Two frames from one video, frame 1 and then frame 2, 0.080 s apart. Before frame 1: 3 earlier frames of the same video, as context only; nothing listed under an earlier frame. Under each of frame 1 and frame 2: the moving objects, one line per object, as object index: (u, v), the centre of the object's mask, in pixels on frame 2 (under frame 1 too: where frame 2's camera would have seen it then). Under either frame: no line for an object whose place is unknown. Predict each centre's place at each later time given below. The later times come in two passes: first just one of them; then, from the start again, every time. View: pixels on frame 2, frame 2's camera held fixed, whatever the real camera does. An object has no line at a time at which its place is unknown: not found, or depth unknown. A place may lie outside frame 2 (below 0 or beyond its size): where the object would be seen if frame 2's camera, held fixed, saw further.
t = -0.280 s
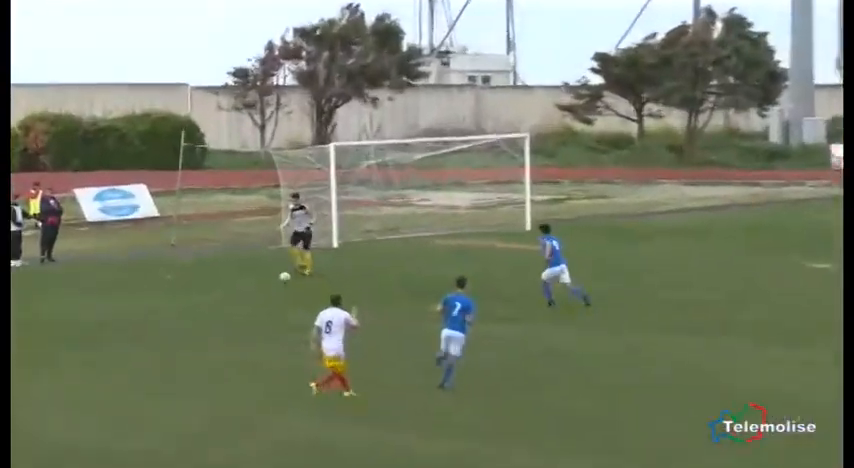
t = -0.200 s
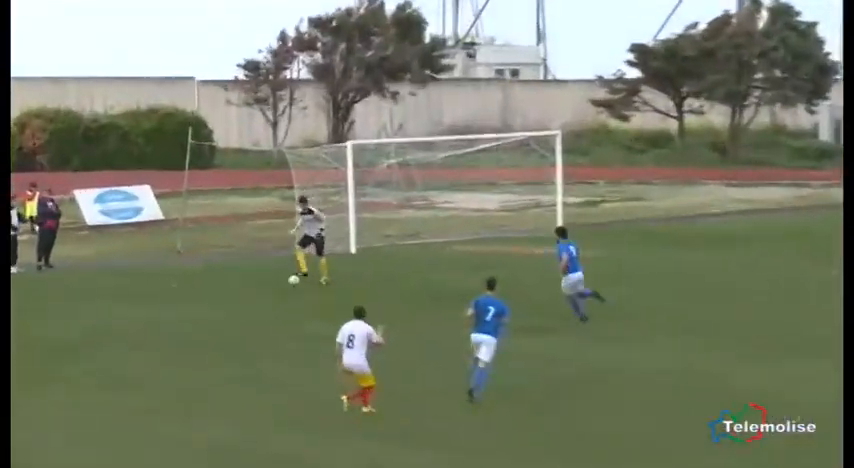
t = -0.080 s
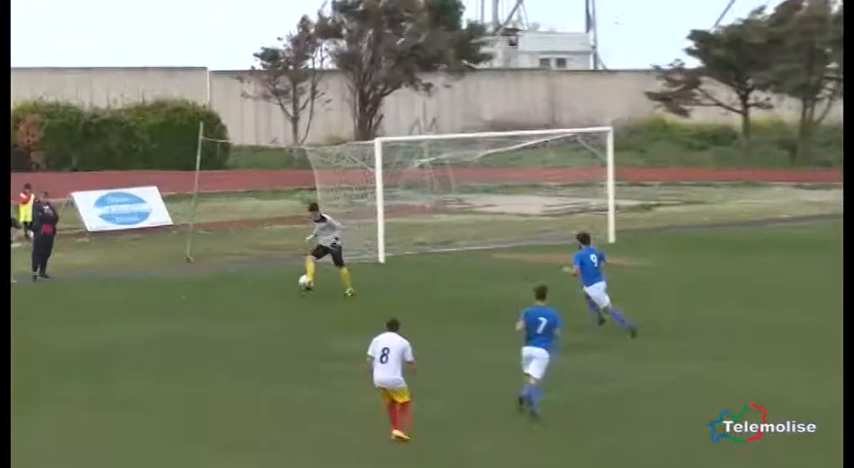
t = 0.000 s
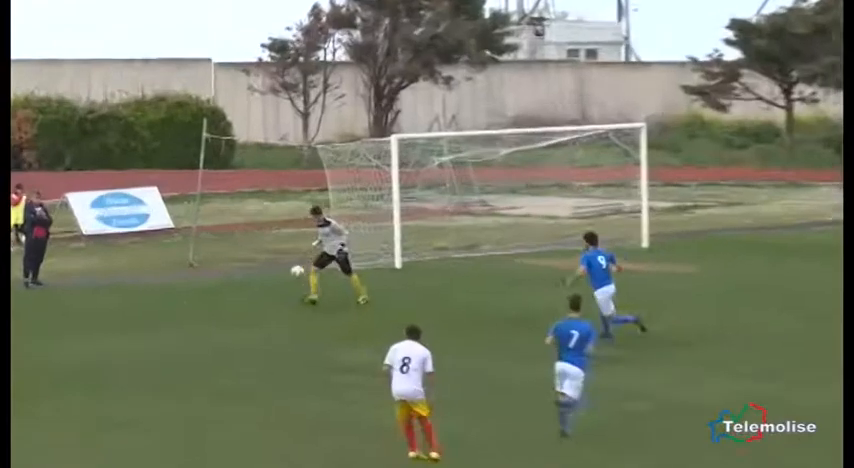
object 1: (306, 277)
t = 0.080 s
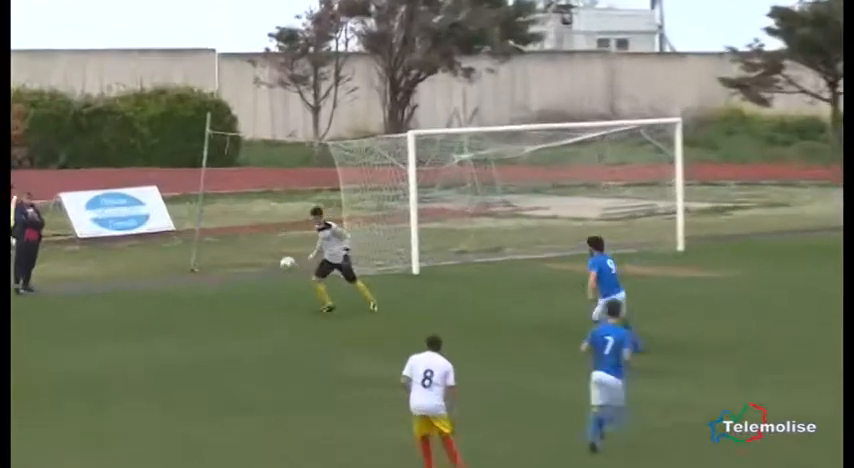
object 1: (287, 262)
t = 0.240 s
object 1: (248, 248)
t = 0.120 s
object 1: (277, 257)
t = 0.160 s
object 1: (268, 253)
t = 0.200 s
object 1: (258, 250)
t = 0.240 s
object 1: (248, 248)
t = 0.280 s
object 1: (237, 245)
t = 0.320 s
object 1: (227, 245)
